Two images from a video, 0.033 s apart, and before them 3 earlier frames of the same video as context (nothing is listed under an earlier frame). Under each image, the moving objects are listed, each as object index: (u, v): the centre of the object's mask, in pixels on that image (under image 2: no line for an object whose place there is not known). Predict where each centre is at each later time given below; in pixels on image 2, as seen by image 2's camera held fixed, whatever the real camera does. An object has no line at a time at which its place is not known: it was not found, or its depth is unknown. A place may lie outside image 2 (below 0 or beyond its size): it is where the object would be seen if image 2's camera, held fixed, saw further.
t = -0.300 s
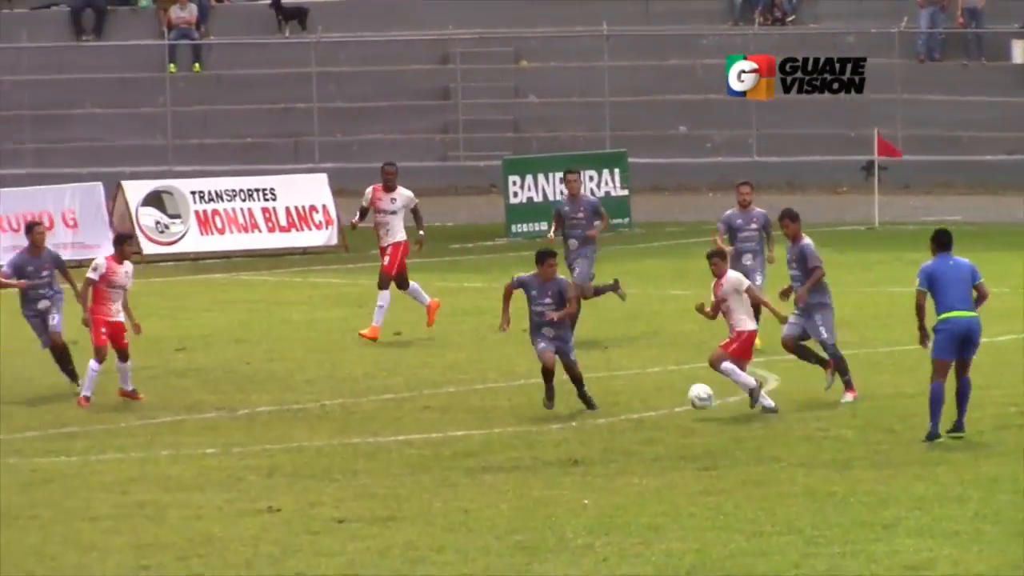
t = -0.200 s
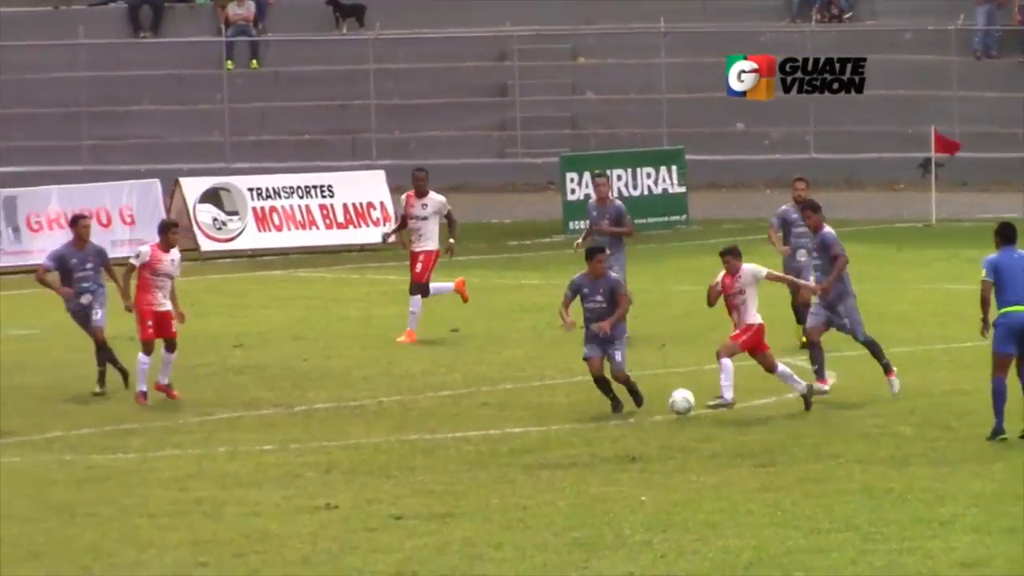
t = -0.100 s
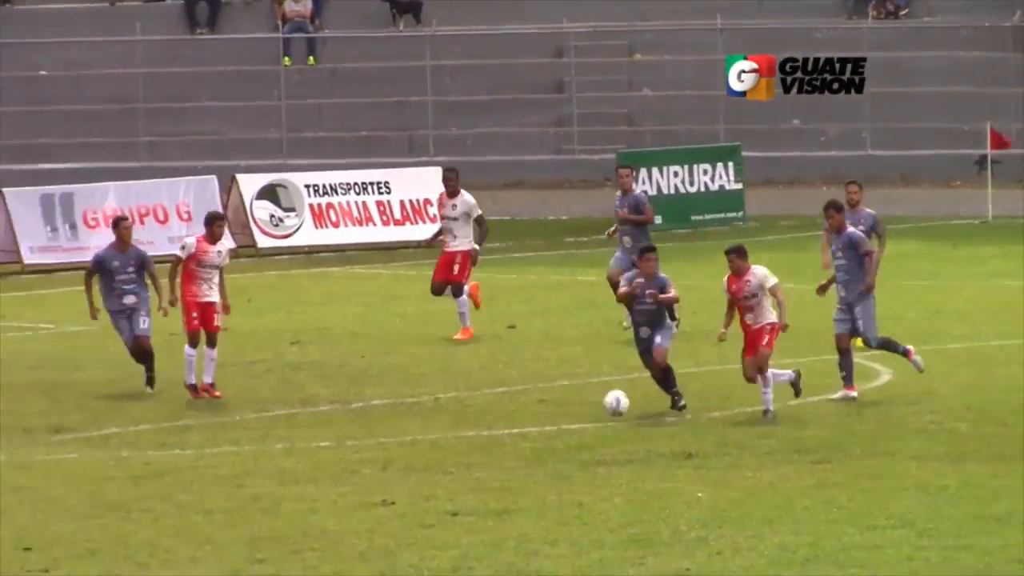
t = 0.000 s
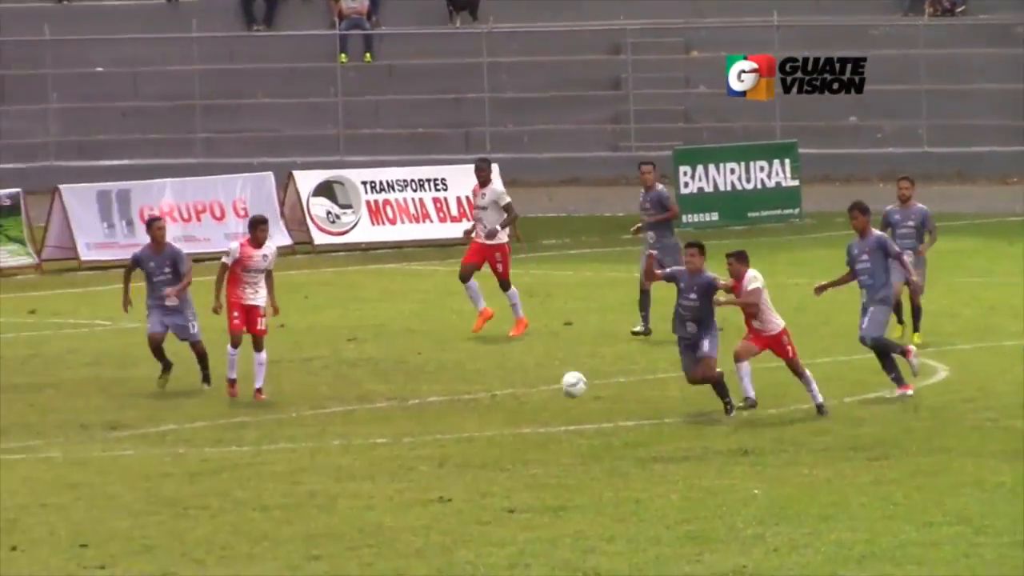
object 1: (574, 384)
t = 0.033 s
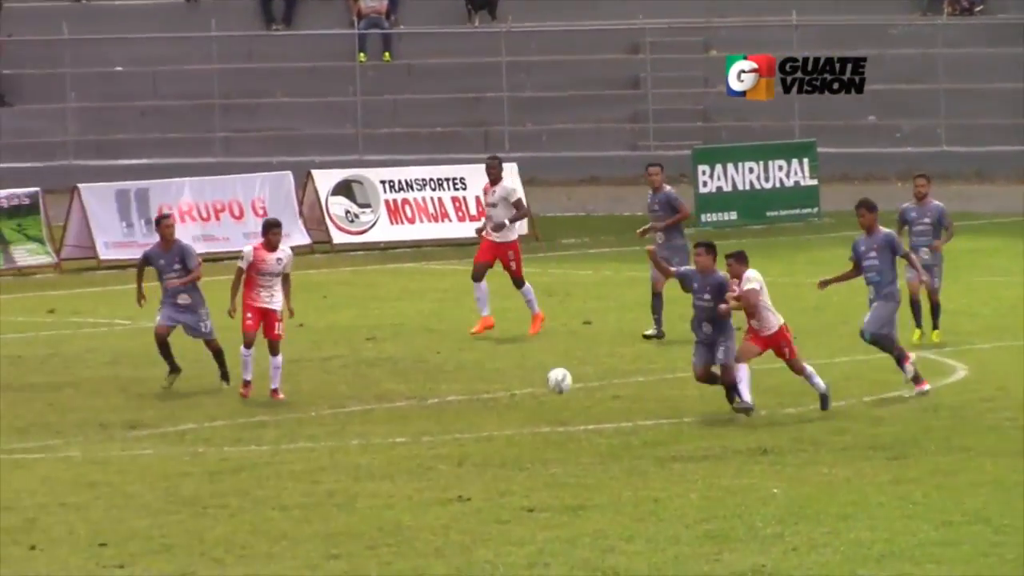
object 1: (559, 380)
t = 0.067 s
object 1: (526, 379)
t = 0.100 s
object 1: (494, 379)
